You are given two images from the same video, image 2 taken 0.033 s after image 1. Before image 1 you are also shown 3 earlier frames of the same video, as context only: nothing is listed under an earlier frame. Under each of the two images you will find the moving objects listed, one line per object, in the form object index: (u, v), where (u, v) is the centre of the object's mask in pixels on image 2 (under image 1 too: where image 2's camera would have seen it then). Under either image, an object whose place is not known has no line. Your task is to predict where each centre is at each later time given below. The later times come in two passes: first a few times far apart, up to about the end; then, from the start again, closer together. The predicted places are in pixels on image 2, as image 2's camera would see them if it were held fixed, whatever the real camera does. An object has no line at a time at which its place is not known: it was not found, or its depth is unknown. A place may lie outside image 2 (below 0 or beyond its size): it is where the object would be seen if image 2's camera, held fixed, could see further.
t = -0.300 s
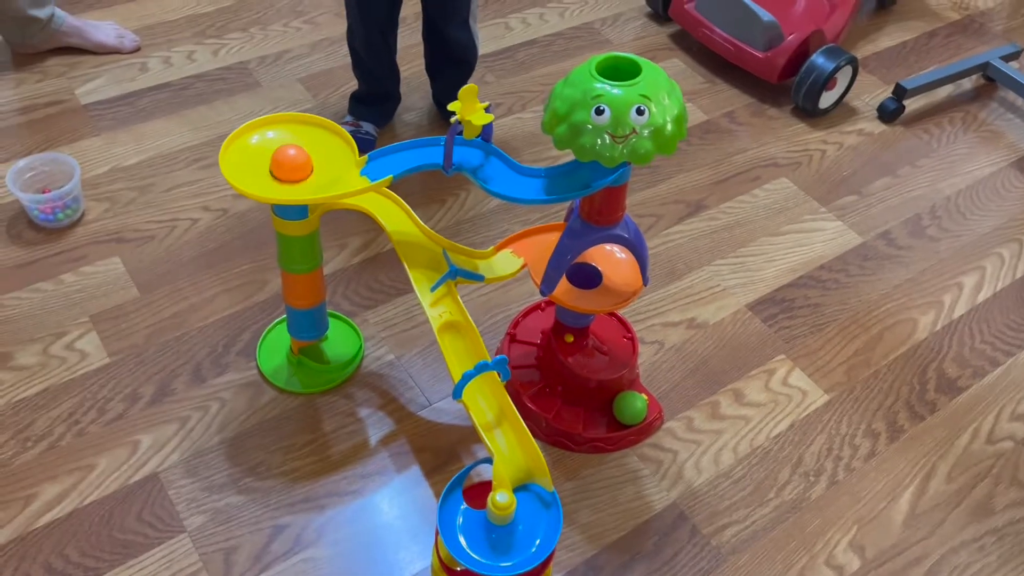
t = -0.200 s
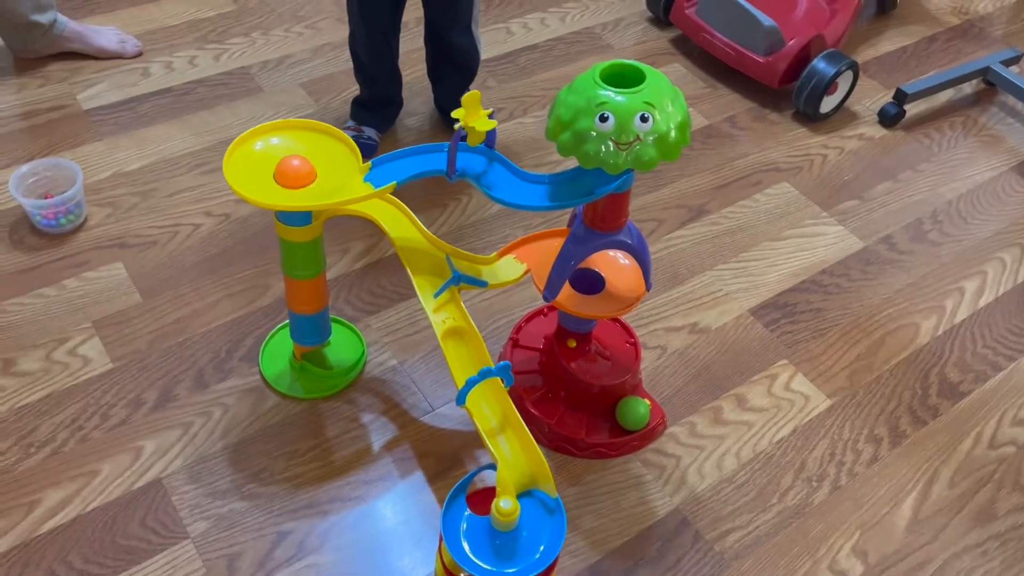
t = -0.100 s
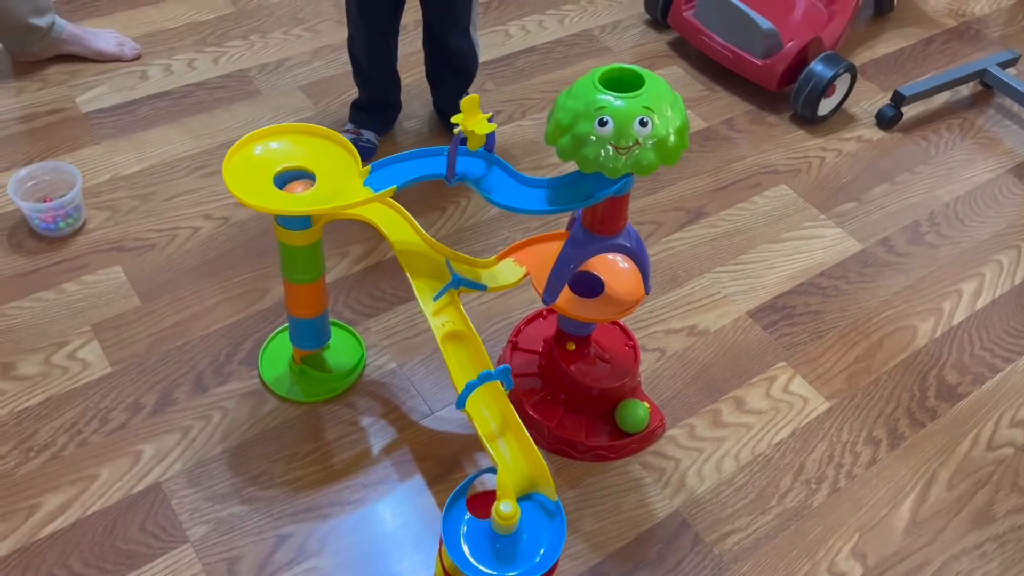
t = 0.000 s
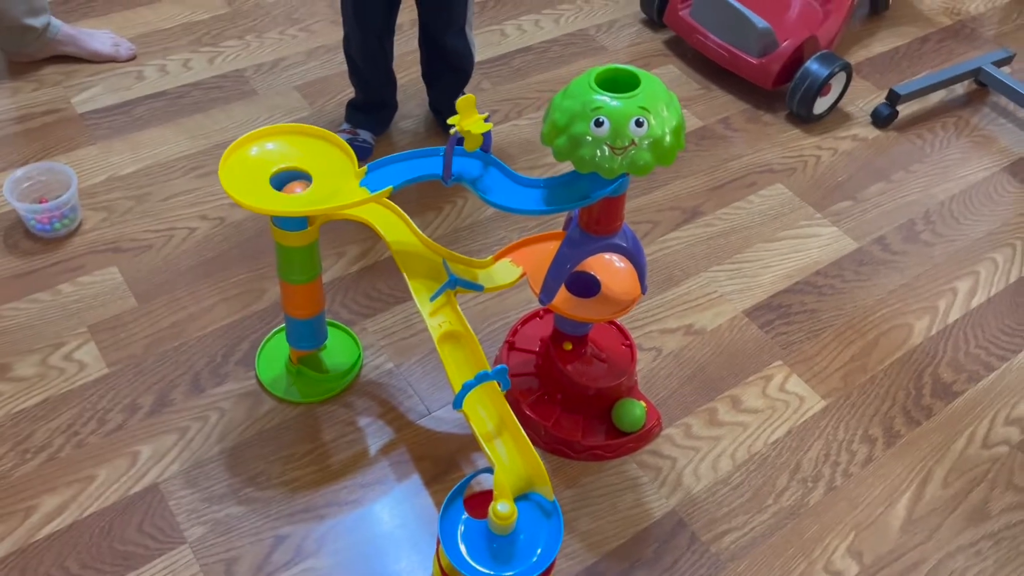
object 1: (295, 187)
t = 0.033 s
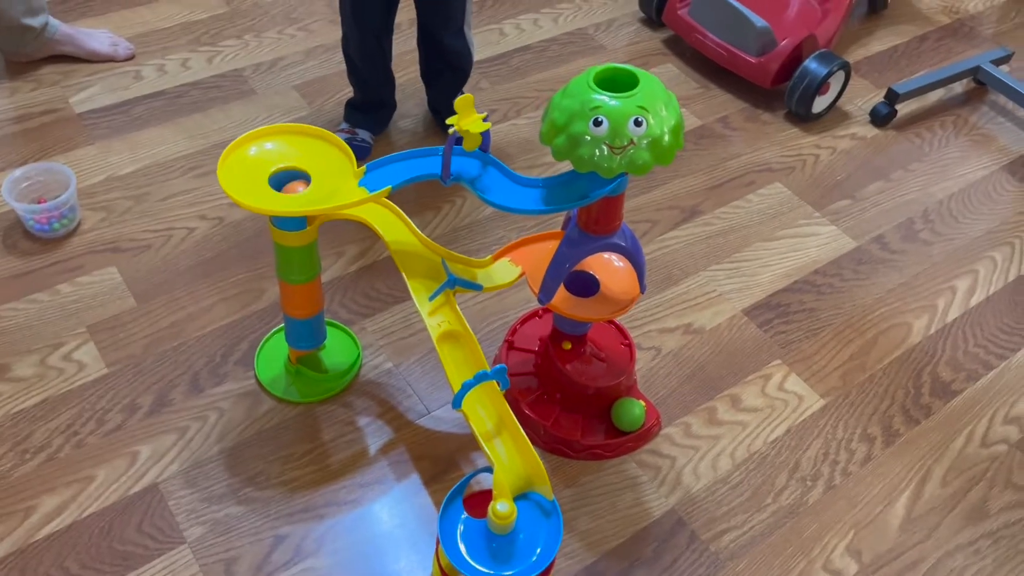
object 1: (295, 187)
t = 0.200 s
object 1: (305, 185)
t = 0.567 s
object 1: (404, 225)
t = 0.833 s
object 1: (442, 304)
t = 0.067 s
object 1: (295, 187)
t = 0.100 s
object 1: (300, 187)
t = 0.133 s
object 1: (301, 186)
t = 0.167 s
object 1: (302, 186)
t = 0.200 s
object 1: (305, 185)
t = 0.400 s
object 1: (361, 209)
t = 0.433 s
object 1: (372, 208)
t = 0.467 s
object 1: (380, 207)
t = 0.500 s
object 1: (388, 209)
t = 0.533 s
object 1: (396, 214)
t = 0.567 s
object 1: (404, 225)
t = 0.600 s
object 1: (412, 236)
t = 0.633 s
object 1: (421, 245)
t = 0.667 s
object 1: (429, 257)
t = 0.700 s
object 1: (428, 266)
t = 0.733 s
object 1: (425, 275)
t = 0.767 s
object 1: (429, 284)
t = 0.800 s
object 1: (435, 295)
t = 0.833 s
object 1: (442, 304)
